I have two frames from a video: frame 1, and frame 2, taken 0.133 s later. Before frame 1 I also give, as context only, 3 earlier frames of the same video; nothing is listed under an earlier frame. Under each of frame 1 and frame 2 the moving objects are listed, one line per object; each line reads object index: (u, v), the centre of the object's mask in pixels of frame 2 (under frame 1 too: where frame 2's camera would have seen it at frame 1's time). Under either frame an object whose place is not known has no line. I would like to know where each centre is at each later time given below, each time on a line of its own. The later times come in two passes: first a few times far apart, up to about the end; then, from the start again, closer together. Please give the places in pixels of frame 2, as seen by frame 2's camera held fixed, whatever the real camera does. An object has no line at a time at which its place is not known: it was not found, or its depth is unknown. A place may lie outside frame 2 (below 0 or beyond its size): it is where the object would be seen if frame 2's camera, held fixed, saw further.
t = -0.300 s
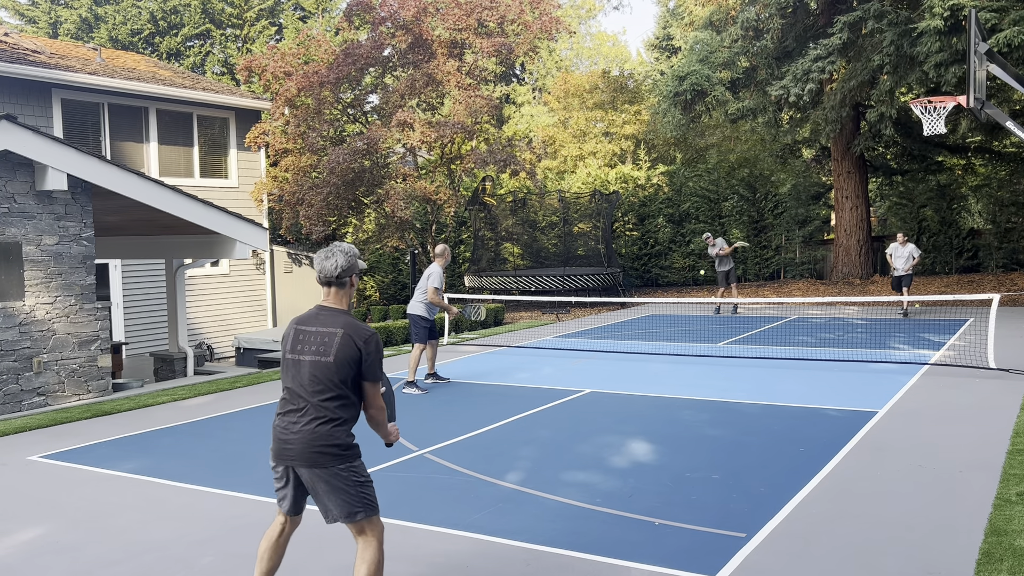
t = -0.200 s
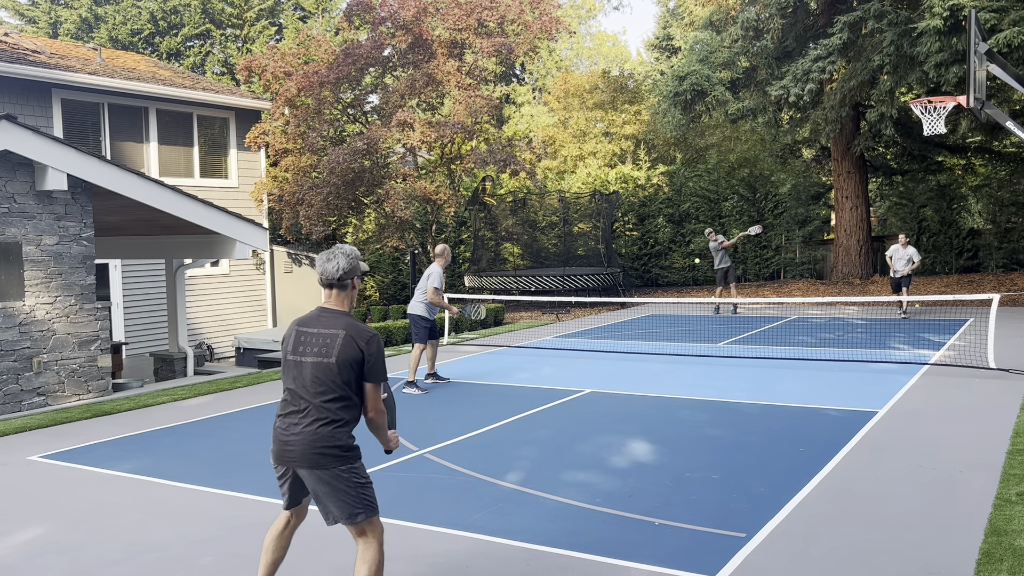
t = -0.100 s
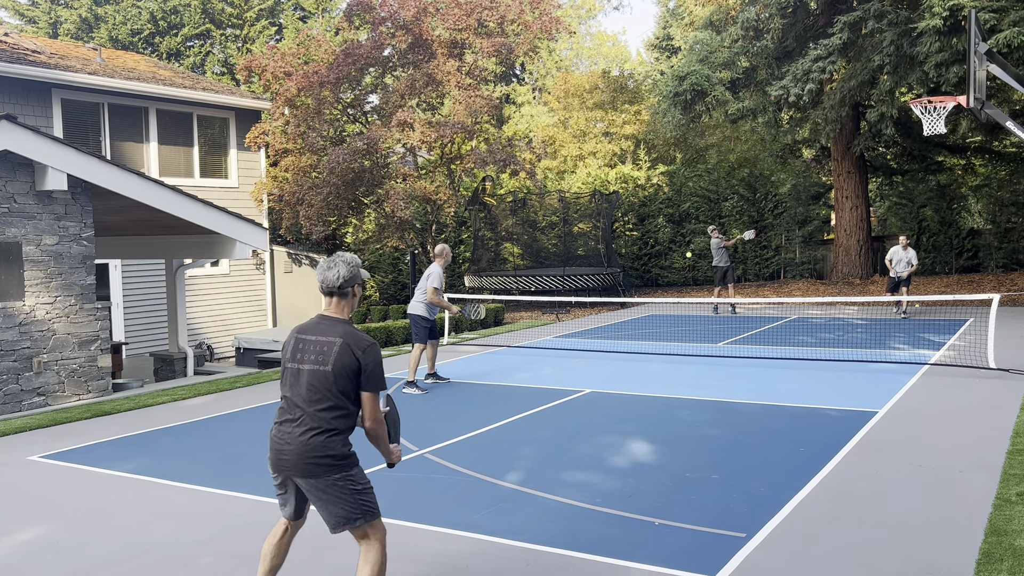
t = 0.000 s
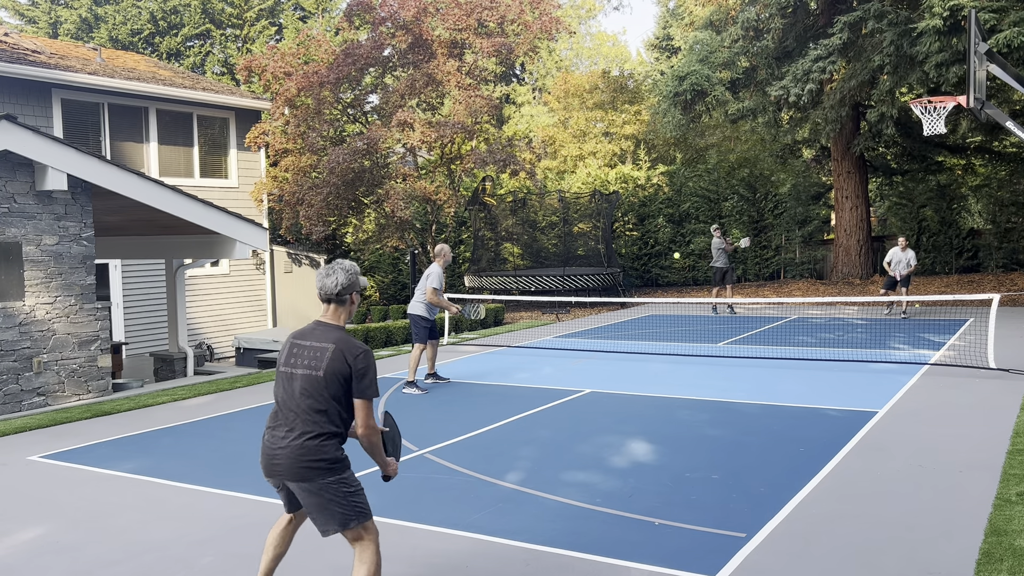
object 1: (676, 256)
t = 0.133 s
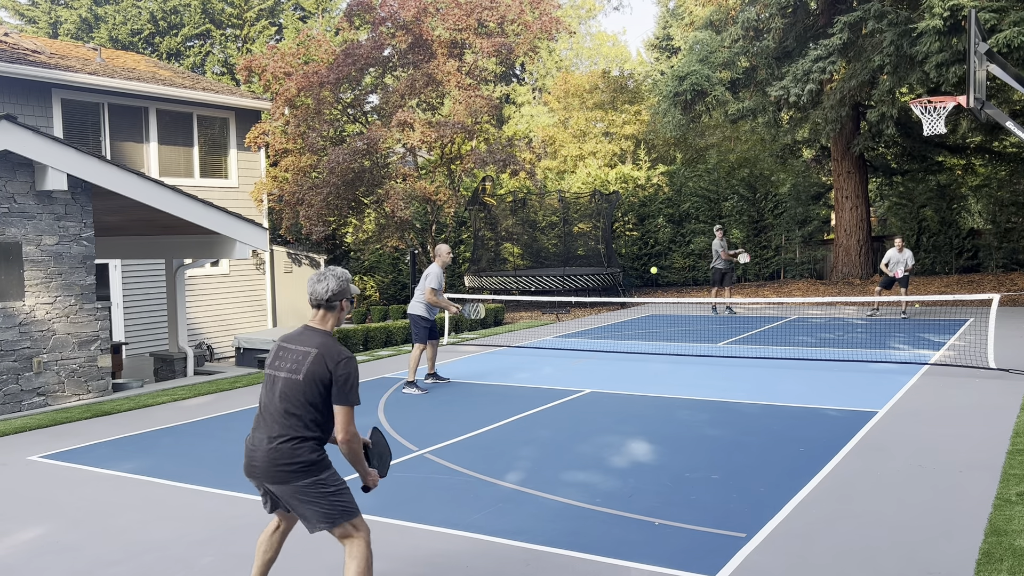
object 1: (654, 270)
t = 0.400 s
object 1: (581, 369)
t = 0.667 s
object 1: (474, 424)
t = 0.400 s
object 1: (581, 369)
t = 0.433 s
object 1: (568, 390)
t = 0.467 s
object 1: (555, 414)
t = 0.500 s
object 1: (541, 441)
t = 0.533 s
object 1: (527, 454)
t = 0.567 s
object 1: (514, 444)
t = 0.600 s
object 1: (501, 436)
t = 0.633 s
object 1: (488, 429)
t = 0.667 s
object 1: (474, 424)
